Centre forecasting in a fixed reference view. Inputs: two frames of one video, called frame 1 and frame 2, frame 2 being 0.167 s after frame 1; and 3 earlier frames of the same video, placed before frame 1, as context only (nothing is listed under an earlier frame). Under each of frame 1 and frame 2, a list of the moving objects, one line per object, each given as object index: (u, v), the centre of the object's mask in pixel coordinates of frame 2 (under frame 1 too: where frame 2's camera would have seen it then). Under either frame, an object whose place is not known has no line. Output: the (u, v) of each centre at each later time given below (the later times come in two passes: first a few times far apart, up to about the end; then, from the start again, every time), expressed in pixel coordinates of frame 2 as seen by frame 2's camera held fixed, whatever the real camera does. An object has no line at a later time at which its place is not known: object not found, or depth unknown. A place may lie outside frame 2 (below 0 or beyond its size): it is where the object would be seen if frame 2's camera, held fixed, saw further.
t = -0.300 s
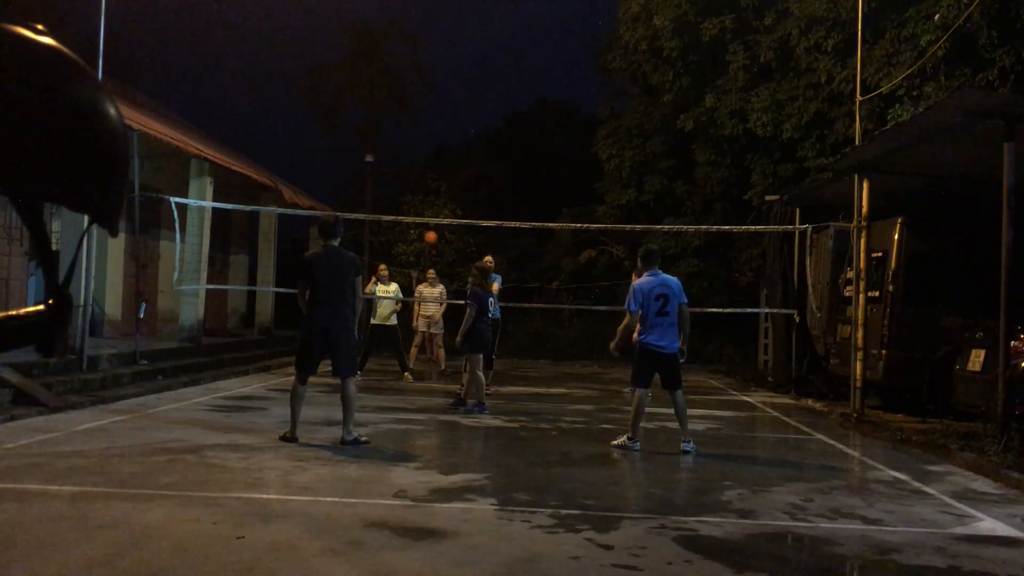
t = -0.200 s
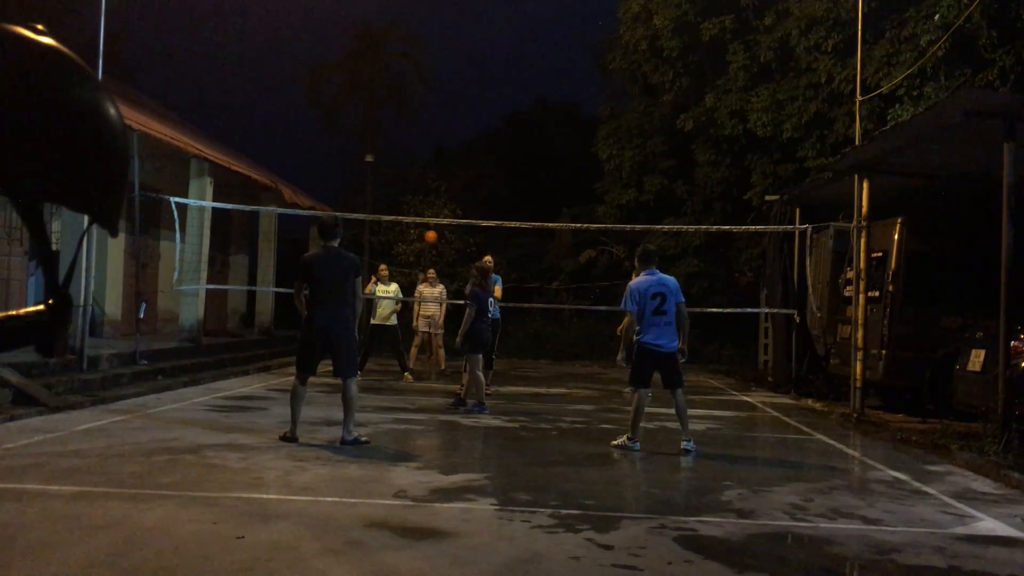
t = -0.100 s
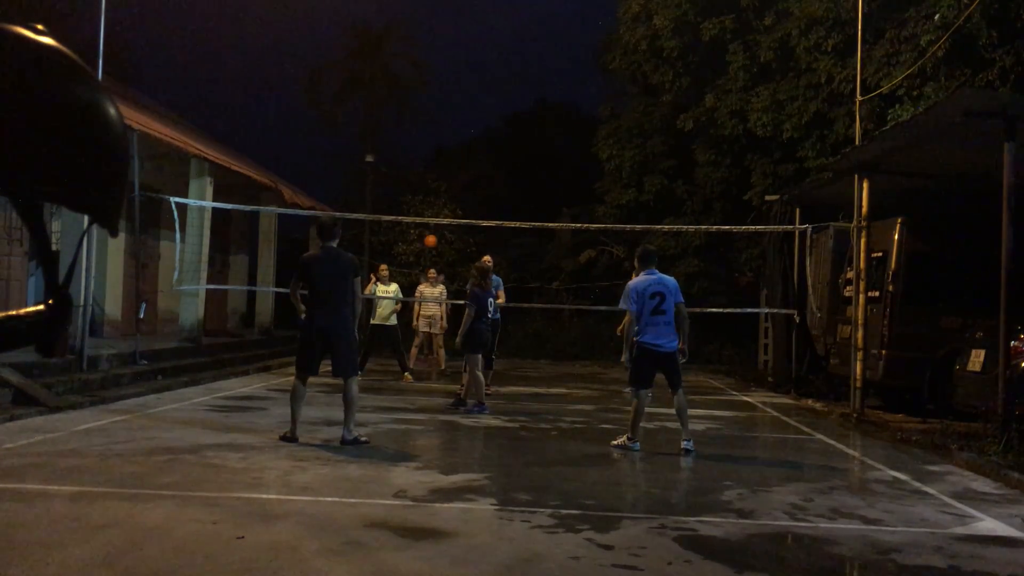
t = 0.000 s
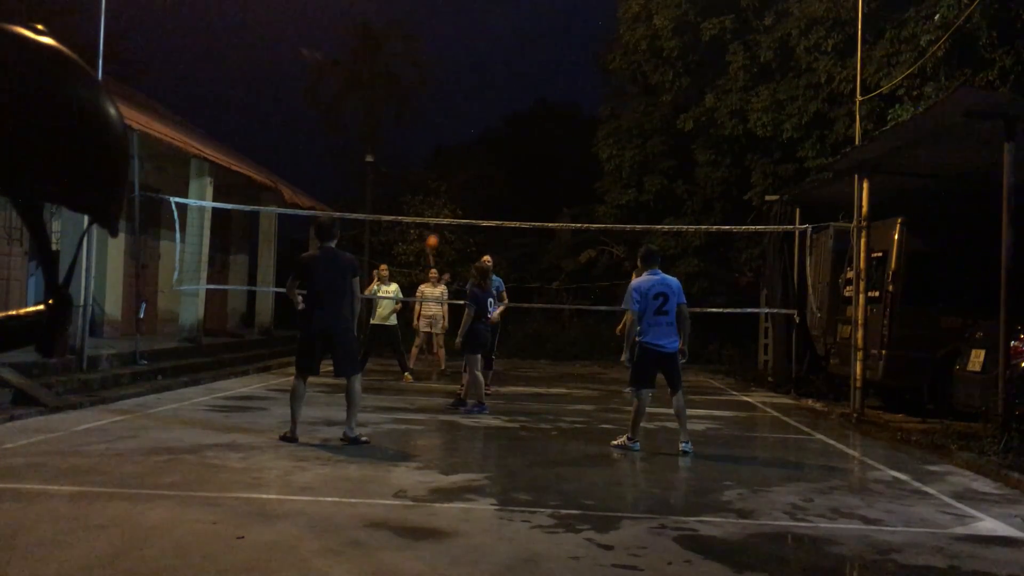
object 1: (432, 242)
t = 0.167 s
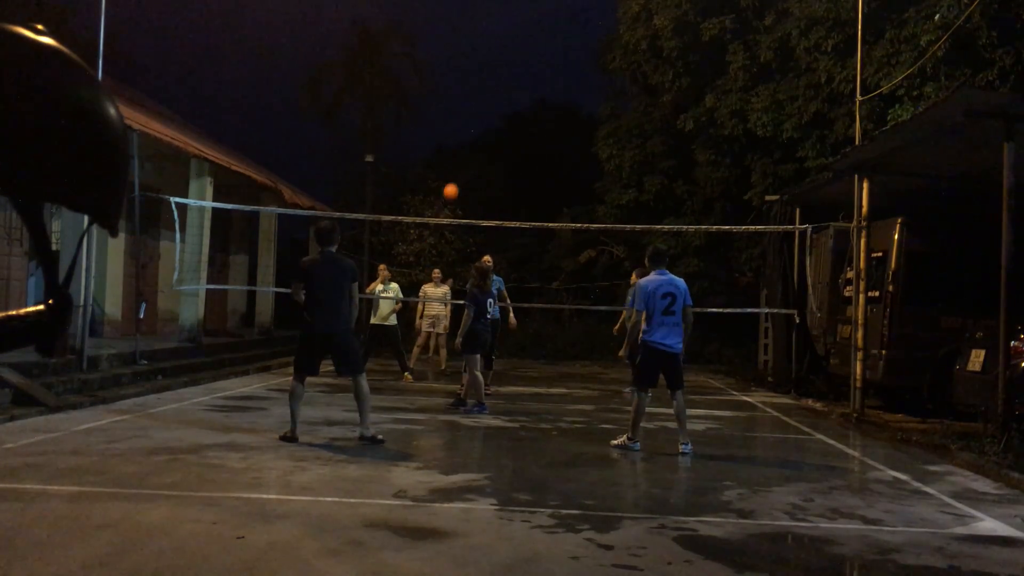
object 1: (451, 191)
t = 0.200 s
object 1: (454, 183)
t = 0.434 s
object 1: (470, 135)
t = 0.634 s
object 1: (483, 118)
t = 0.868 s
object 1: (504, 151)
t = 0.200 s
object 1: (454, 183)
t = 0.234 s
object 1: (457, 175)
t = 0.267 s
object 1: (460, 167)
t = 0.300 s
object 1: (462, 160)
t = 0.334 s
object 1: (464, 153)
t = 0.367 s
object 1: (467, 146)
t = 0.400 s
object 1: (468, 140)
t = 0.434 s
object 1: (470, 135)
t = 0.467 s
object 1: (473, 130)
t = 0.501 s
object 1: (474, 126)
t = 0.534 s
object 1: (476, 123)
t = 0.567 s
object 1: (478, 120)
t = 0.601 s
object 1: (481, 119)
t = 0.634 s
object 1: (483, 118)
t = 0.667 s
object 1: (485, 119)
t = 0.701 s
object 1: (488, 121)
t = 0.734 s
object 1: (491, 124)
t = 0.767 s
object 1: (494, 128)
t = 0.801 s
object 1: (497, 134)
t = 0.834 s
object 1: (500, 141)
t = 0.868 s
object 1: (504, 151)
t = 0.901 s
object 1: (507, 162)
